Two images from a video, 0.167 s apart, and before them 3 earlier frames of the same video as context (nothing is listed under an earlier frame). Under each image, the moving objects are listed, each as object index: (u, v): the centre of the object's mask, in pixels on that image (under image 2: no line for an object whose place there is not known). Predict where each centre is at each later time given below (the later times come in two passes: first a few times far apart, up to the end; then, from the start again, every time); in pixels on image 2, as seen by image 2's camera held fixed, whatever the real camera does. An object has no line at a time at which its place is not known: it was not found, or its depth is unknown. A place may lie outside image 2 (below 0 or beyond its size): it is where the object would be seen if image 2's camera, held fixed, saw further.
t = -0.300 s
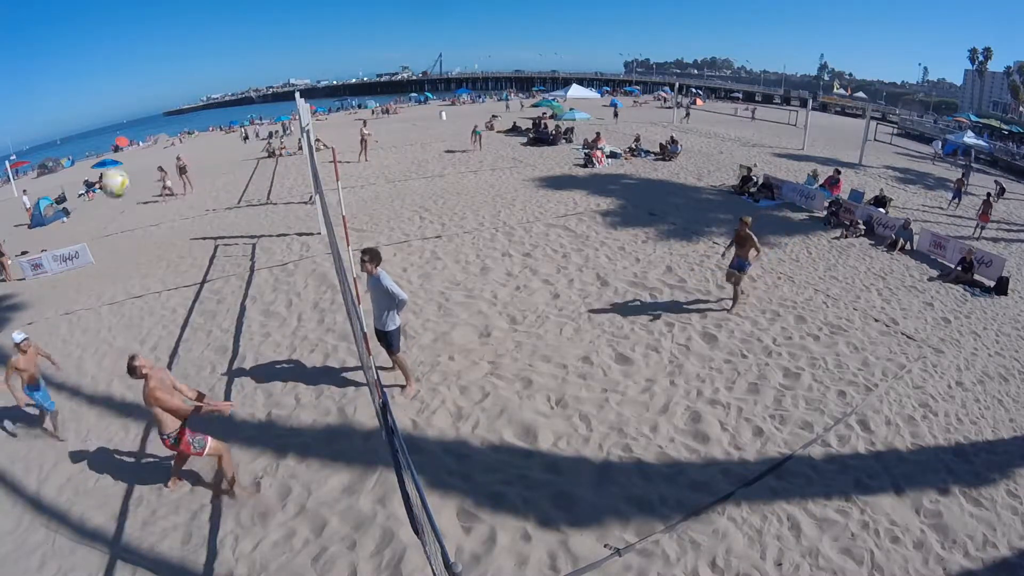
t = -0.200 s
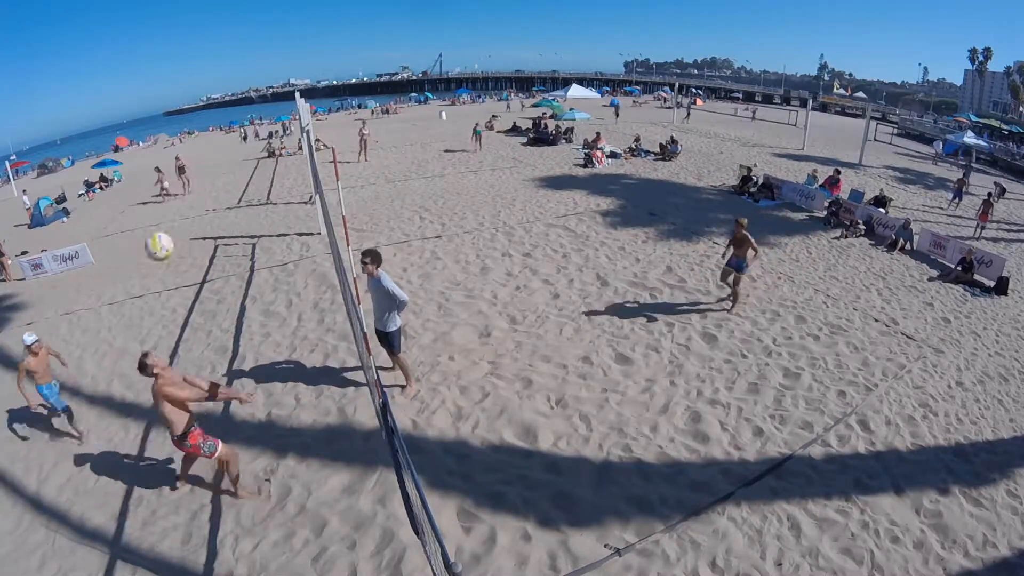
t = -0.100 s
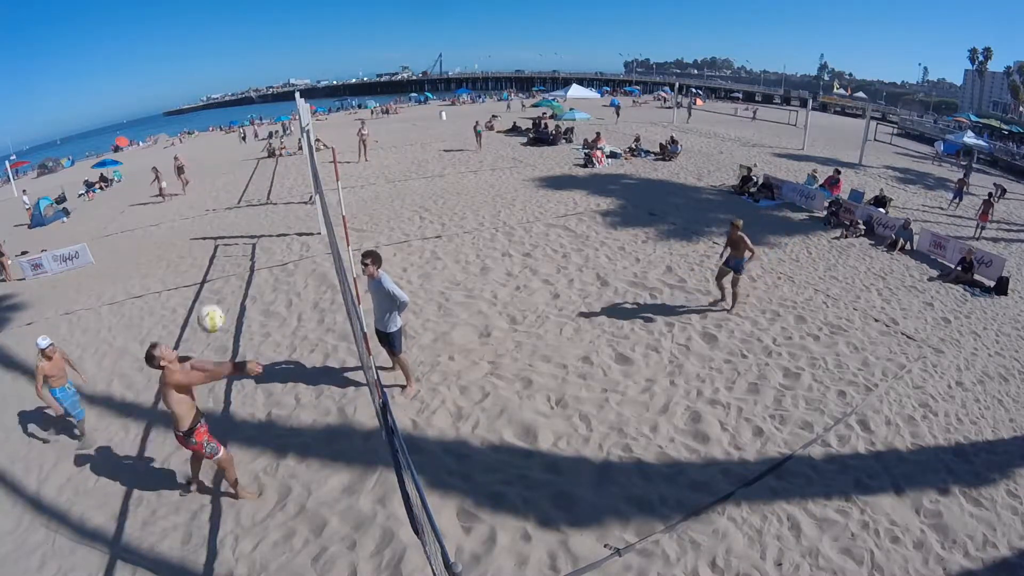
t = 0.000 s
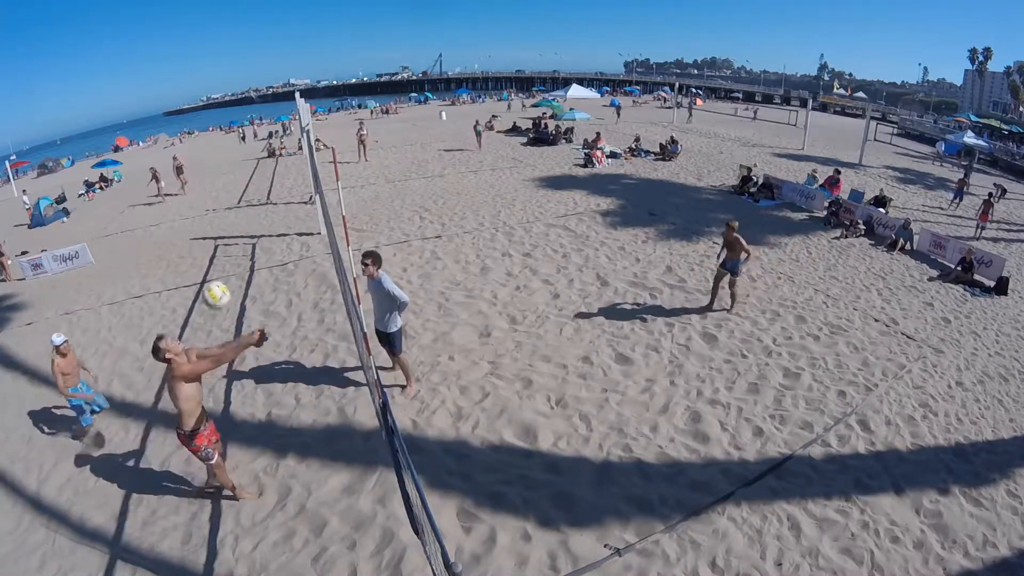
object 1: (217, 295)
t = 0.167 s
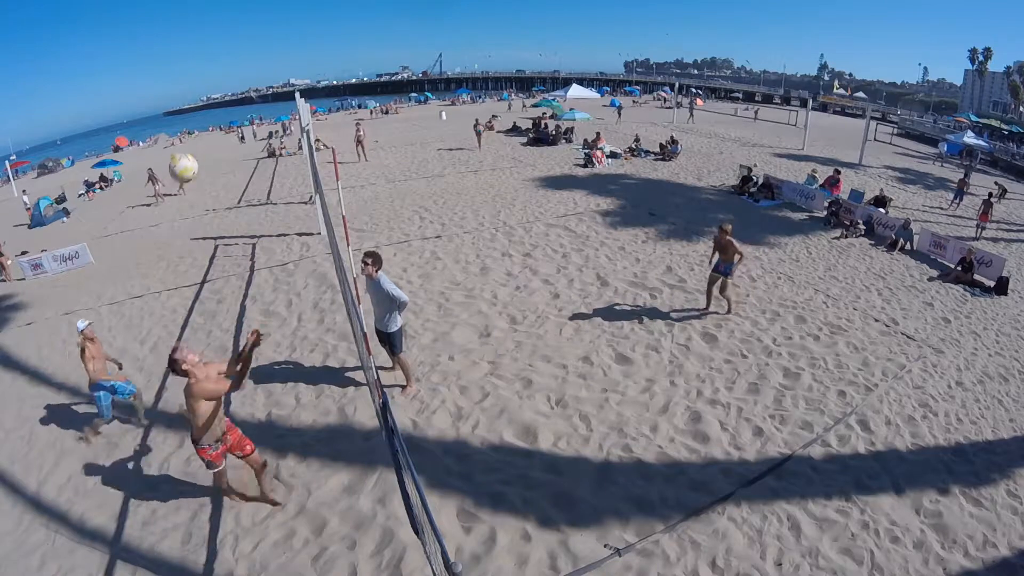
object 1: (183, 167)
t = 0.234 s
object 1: (176, 126)
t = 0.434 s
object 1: (164, 39)
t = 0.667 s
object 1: (162, 11)
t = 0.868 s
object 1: (168, 39)
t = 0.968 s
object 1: (173, 70)
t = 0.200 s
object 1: (179, 147)
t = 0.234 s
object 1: (176, 126)
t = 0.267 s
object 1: (173, 107)
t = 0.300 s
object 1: (170, 90)
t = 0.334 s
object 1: (168, 75)
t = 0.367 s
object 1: (166, 61)
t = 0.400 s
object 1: (165, 50)
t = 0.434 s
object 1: (164, 39)
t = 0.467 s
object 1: (163, 31)
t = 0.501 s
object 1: (162, 23)
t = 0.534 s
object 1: (162, 18)
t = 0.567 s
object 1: (162, 14)
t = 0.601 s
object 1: (162, 12)
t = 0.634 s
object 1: (162, 11)
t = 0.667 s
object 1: (162, 11)
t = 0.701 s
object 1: (162, 12)
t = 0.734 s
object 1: (163, 15)
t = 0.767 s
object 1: (164, 19)
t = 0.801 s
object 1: (165, 25)
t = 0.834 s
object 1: (166, 31)
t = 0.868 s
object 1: (168, 39)
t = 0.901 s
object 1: (169, 48)
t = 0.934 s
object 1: (171, 58)
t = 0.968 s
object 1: (173, 70)
